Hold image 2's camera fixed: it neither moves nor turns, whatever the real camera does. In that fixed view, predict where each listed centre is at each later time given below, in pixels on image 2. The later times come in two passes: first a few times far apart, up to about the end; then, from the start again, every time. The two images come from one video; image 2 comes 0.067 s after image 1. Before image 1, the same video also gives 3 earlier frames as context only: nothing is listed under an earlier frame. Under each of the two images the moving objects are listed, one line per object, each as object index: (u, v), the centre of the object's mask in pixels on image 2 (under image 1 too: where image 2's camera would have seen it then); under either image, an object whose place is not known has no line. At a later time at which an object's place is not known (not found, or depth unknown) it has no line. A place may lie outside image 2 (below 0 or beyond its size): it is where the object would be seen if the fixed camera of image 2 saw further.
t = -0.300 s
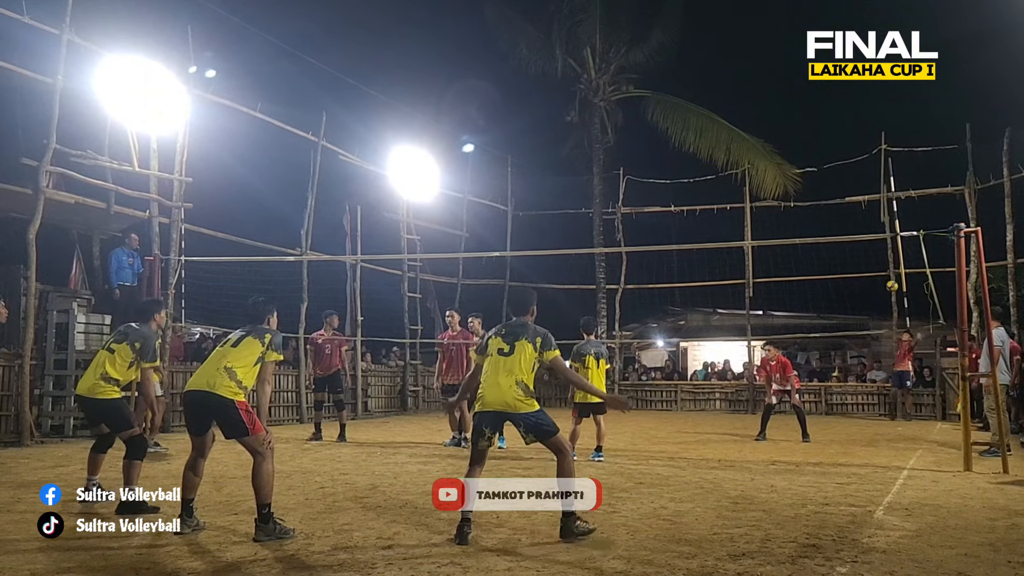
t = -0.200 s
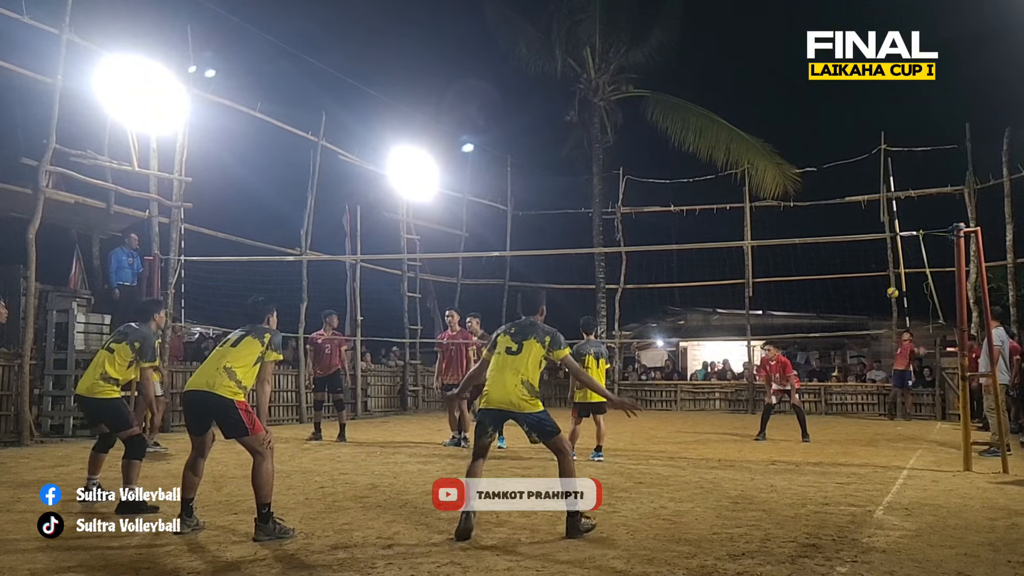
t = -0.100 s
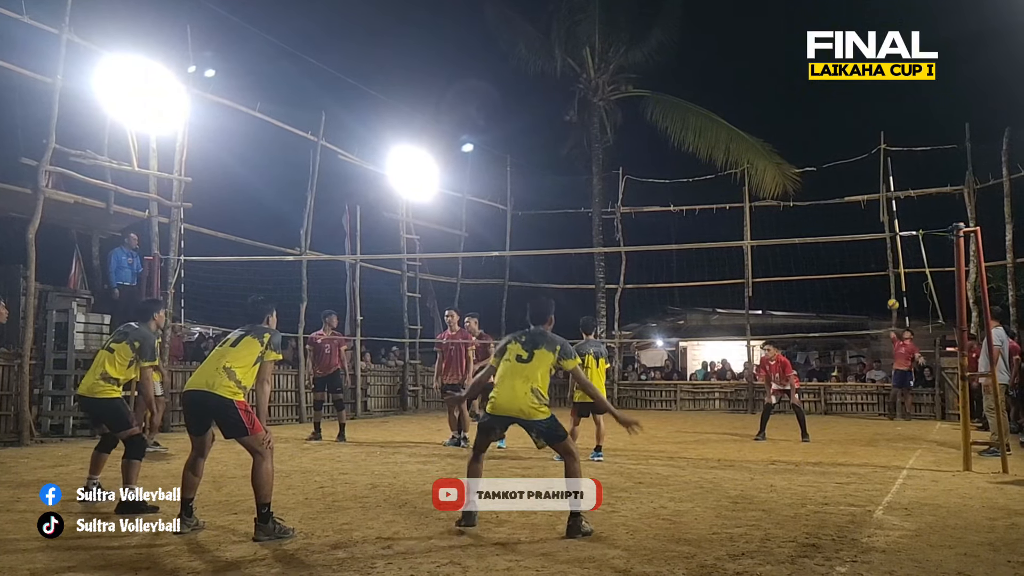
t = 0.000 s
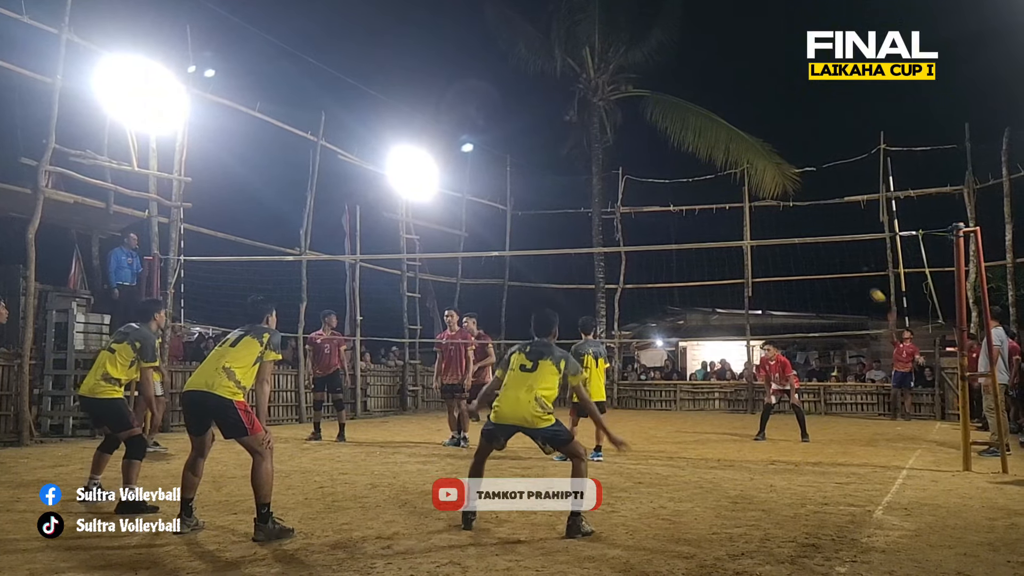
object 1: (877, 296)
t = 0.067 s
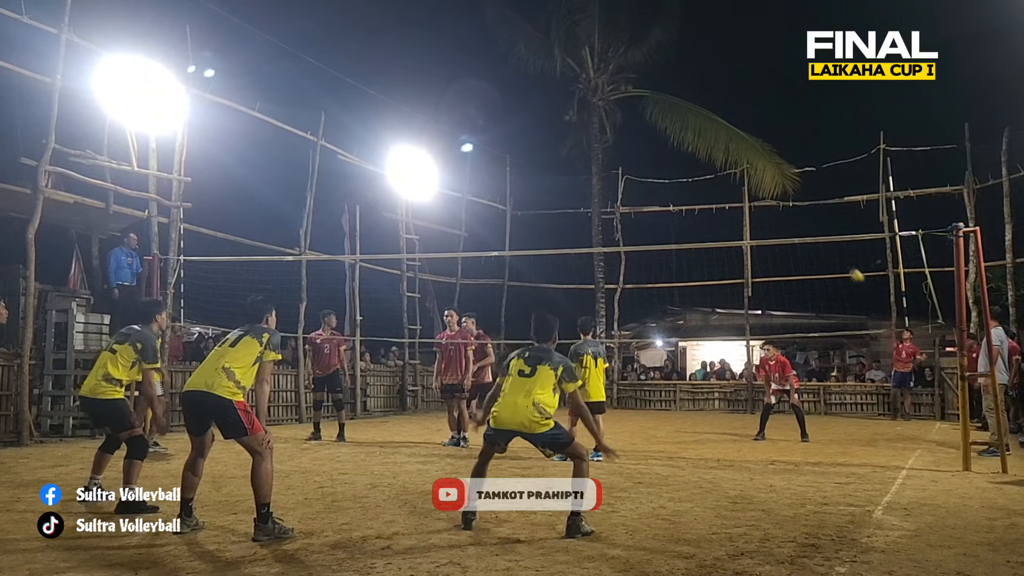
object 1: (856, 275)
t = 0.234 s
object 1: (800, 229)
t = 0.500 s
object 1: (697, 173)
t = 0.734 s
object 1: (582, 157)
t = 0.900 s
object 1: (485, 173)
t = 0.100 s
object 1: (846, 266)
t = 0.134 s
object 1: (834, 255)
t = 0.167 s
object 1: (823, 246)
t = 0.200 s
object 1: (811, 235)
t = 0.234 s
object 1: (800, 229)
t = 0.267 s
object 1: (788, 221)
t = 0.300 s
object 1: (777, 213)
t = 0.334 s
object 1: (764, 205)
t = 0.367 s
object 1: (751, 197)
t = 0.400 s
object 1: (739, 191)
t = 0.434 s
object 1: (724, 184)
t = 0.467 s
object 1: (710, 178)
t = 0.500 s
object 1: (697, 173)
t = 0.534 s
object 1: (681, 168)
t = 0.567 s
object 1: (665, 164)
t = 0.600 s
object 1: (651, 161)
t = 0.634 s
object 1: (633, 159)
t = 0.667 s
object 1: (616, 158)
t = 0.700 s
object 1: (600, 157)
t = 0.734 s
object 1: (582, 157)
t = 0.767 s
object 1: (563, 158)
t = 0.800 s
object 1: (544, 160)
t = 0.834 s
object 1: (525, 164)
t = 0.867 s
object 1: (504, 168)
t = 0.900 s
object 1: (485, 173)
